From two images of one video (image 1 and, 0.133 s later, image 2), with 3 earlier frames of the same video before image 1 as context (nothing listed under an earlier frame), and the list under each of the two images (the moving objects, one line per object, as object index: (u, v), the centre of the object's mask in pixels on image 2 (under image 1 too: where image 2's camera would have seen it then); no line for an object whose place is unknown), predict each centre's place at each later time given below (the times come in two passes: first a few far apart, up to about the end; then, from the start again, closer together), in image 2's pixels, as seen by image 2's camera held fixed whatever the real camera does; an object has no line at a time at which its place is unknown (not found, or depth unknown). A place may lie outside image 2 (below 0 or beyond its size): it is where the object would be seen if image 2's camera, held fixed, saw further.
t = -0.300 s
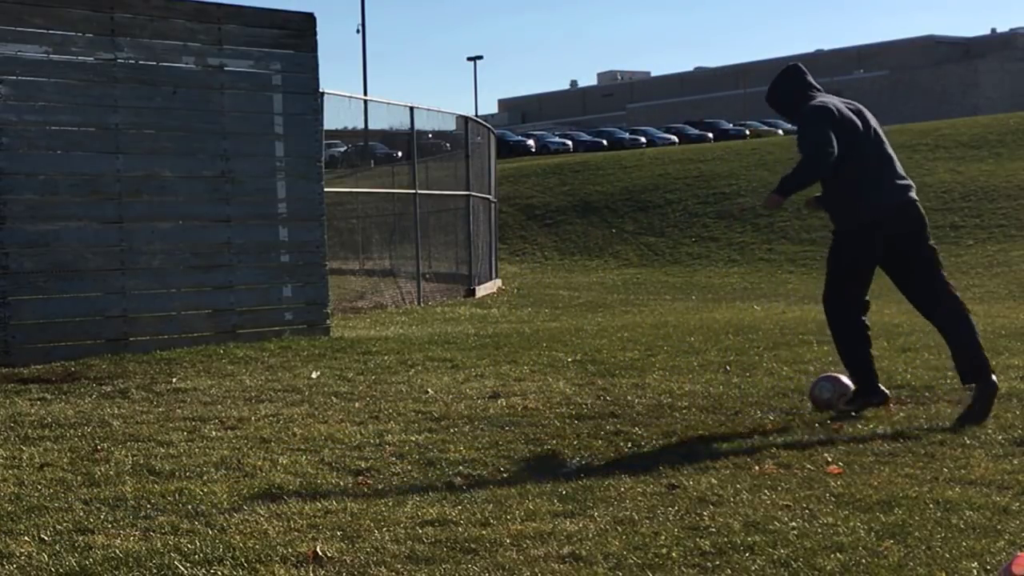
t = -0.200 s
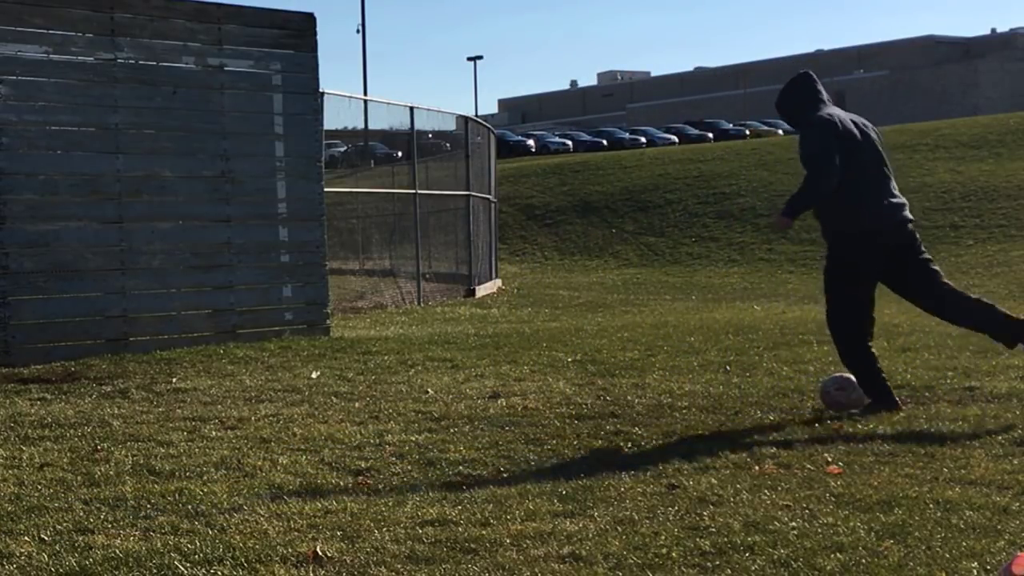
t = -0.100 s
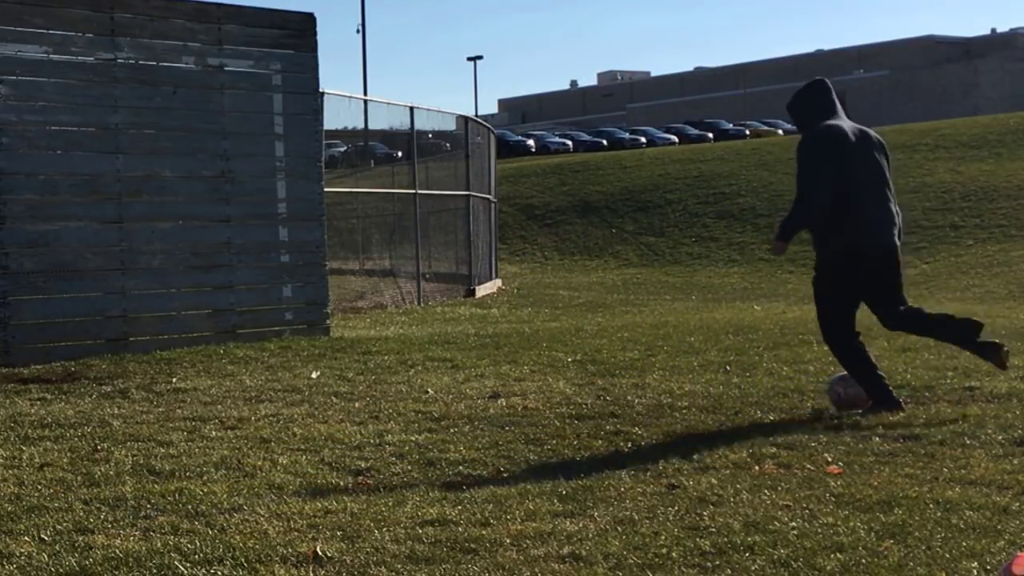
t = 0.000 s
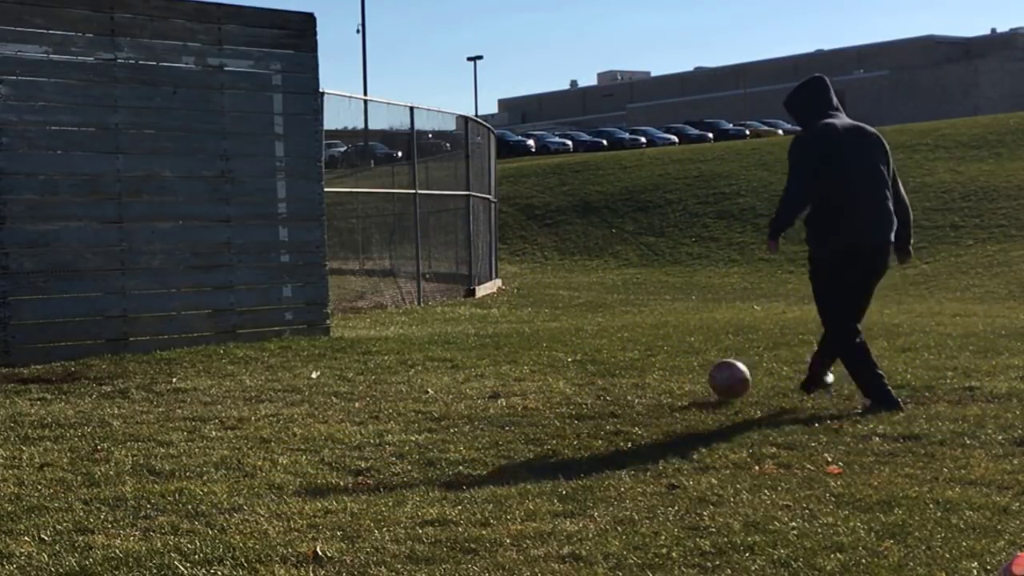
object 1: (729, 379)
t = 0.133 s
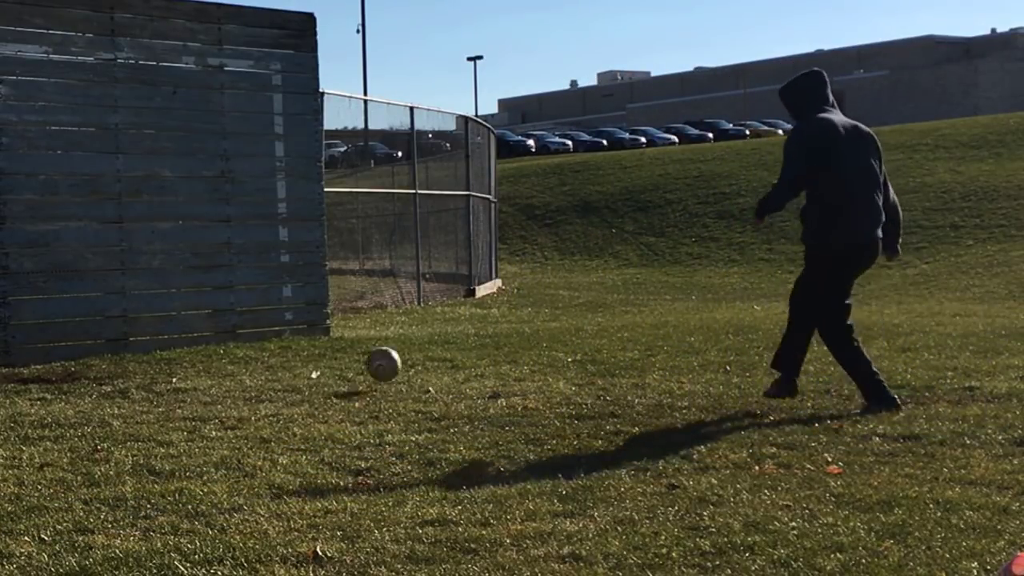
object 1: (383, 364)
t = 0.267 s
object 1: (135, 354)
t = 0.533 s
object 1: (31, 196)
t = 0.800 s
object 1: (182, 95)
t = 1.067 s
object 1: (378, 83)
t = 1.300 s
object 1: (612, 179)
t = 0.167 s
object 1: (312, 365)
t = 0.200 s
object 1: (246, 367)
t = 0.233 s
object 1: (182, 371)
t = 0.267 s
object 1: (135, 354)
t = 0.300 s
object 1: (94, 329)
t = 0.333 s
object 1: (53, 306)
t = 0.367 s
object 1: (12, 286)
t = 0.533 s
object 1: (31, 196)
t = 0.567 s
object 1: (48, 180)
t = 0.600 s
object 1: (65, 164)
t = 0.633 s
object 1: (84, 150)
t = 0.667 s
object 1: (102, 136)
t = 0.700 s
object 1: (121, 123)
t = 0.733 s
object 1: (140, 114)
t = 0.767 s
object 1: (163, 103)
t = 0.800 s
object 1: (182, 95)
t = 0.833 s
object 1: (204, 87)
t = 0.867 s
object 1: (227, 82)
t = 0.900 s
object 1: (249, 78)
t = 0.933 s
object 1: (274, 75)
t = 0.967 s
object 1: (301, 75)
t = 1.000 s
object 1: (324, 75)
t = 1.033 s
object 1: (350, 78)
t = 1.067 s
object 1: (378, 83)
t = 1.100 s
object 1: (408, 90)
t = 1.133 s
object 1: (438, 98)
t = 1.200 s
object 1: (503, 122)
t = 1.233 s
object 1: (537, 139)
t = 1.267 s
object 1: (573, 158)
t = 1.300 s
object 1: (612, 179)
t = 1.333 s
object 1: (651, 205)
